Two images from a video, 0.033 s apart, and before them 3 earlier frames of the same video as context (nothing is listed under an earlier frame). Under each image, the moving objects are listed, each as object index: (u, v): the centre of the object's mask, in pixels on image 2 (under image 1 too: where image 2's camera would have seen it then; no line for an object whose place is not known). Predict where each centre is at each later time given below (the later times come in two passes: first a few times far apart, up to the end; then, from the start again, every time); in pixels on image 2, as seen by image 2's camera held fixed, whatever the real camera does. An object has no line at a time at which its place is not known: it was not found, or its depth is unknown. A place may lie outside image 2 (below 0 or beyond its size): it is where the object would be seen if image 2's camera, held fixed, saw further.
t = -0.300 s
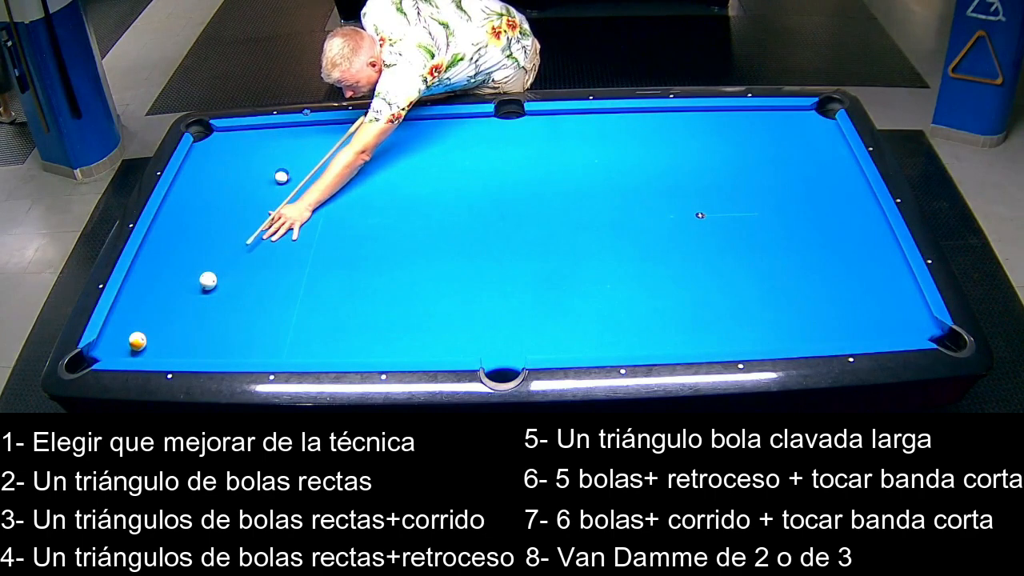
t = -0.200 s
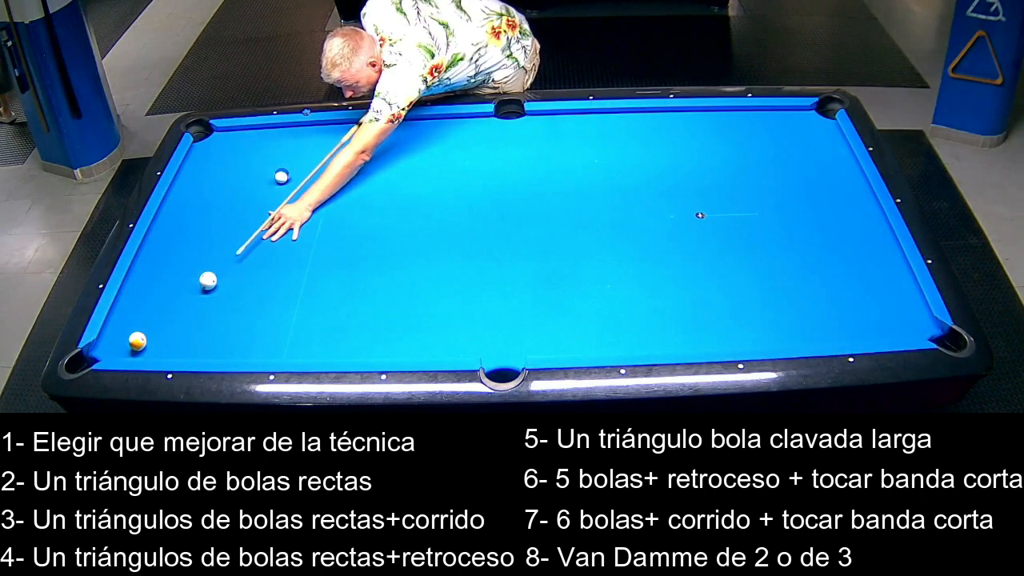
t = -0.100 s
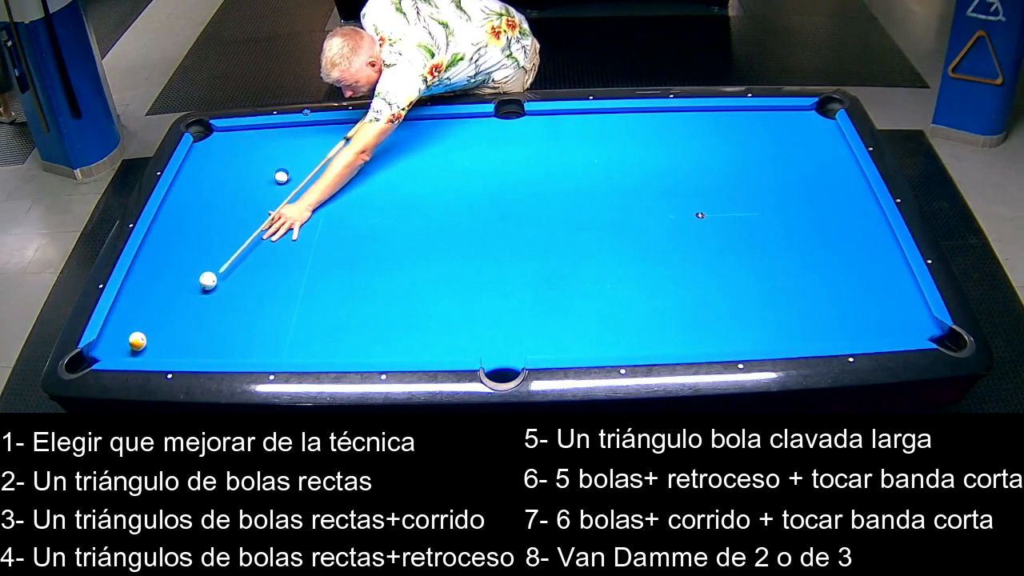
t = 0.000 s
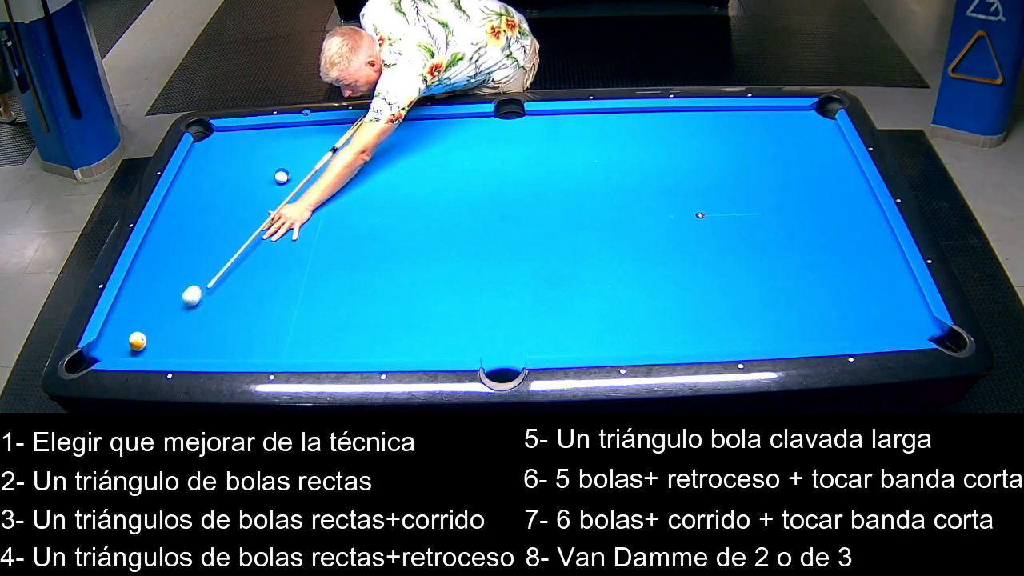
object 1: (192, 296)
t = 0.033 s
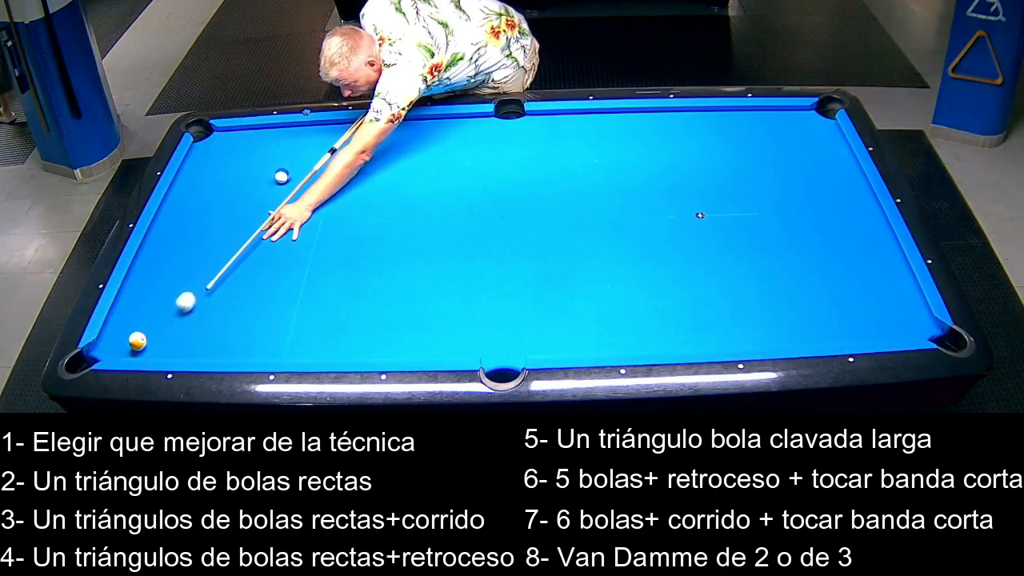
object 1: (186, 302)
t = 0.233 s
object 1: (154, 335)
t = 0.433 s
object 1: (154, 351)
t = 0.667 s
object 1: (174, 342)
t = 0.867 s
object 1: (191, 332)
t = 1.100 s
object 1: (209, 322)
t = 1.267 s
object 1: (221, 315)
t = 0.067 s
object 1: (180, 307)
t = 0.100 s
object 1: (174, 313)
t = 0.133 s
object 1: (169, 319)
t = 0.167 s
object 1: (163, 324)
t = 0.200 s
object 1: (158, 330)
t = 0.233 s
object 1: (154, 335)
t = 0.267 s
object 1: (154, 338)
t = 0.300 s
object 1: (154, 342)
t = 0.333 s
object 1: (154, 345)
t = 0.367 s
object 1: (153, 348)
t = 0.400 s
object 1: (153, 351)
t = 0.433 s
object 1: (154, 351)
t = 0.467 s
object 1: (157, 350)
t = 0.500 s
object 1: (160, 349)
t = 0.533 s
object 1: (163, 348)
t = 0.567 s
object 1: (166, 346)
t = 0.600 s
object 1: (169, 345)
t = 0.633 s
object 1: (172, 343)
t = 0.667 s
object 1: (174, 342)
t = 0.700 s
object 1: (177, 340)
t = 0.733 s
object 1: (180, 338)
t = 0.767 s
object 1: (183, 337)
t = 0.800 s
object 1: (186, 335)
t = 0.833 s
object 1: (188, 334)
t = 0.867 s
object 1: (191, 332)
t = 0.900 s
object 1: (194, 330)
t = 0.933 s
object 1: (196, 329)
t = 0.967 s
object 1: (199, 327)
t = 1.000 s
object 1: (201, 326)
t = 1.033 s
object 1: (204, 324)
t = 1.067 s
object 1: (206, 323)
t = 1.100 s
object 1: (209, 322)
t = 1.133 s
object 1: (211, 320)
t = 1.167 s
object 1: (214, 319)
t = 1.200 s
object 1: (216, 318)
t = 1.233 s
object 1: (218, 316)
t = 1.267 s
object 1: (221, 315)
